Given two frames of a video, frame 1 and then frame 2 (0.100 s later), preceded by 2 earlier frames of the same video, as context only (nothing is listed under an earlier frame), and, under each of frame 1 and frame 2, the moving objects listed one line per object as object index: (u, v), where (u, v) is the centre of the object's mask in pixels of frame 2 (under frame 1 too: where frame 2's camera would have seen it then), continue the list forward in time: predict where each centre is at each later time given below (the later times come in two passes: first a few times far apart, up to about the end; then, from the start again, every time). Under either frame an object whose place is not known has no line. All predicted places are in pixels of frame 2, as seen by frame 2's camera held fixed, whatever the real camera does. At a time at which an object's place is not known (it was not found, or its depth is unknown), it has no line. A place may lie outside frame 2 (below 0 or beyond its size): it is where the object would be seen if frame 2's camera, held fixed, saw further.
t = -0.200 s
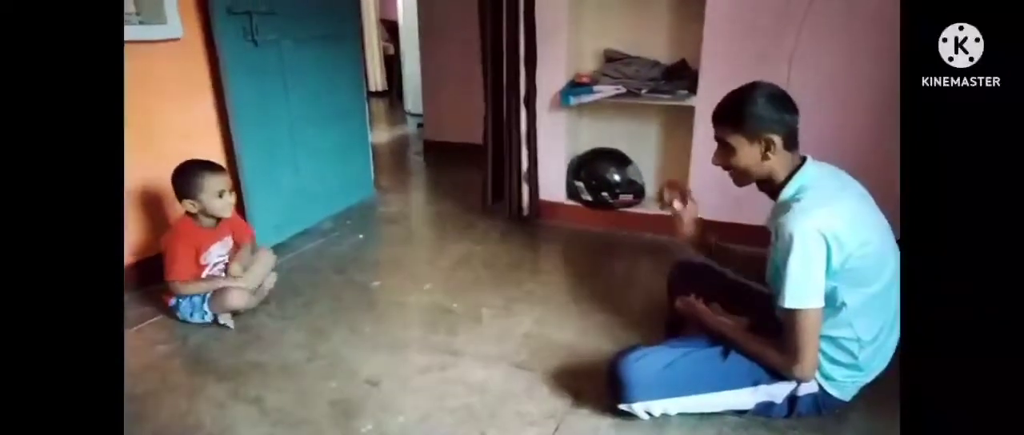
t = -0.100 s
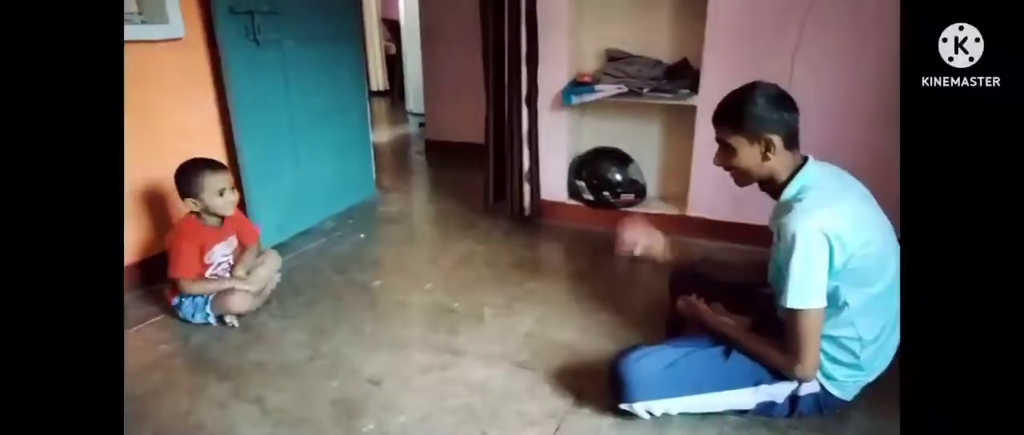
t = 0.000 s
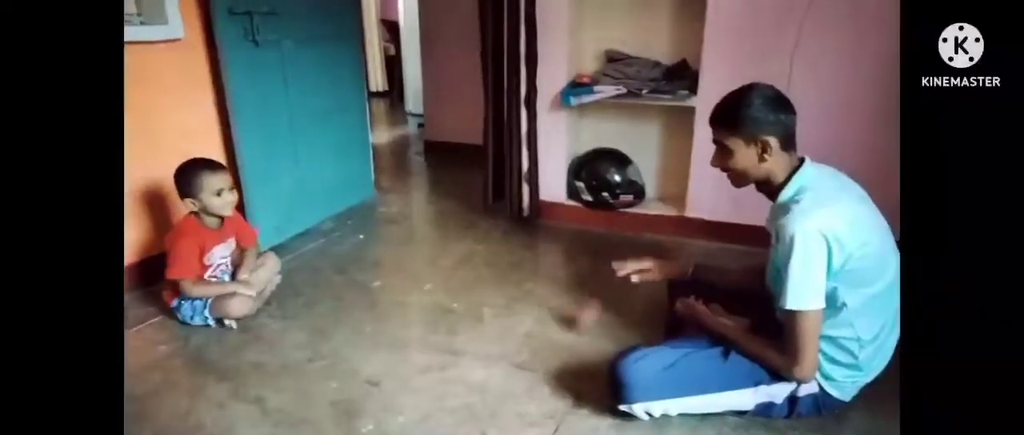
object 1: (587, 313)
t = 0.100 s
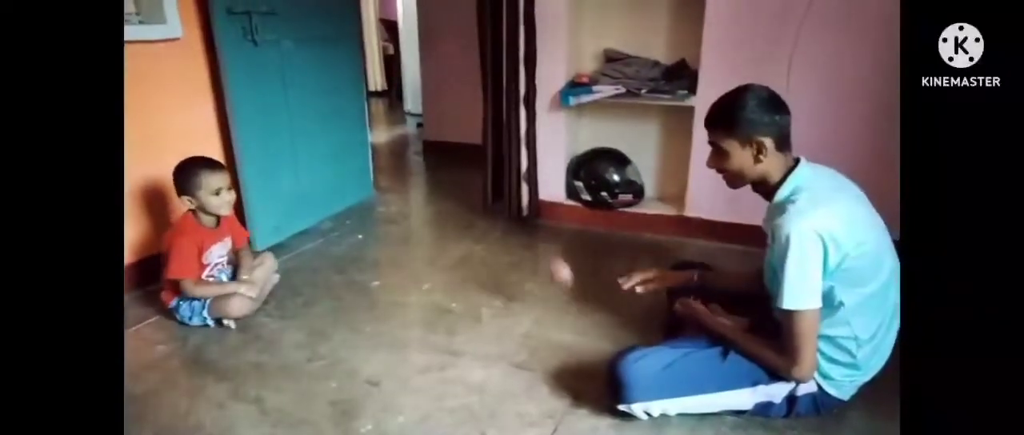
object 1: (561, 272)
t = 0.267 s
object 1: (521, 243)
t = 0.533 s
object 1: (457, 295)
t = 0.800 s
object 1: (400, 314)
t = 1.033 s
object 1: (350, 303)
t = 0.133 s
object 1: (554, 260)
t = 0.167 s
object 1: (546, 252)
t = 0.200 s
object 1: (537, 245)
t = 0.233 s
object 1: (529, 242)
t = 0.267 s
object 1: (521, 243)
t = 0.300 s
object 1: (513, 247)
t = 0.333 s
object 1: (505, 255)
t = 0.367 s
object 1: (497, 267)
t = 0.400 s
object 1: (491, 281)
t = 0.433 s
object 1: (482, 301)
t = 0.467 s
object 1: (474, 318)
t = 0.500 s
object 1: (466, 305)
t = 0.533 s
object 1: (457, 295)
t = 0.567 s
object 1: (452, 284)
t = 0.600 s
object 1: (445, 278)
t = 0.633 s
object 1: (438, 275)
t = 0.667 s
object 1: (431, 275)
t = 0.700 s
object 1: (423, 279)
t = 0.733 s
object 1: (416, 288)
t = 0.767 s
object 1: (408, 299)
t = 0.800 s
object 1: (400, 314)
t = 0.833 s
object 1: (395, 315)
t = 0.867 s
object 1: (385, 304)
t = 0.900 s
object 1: (379, 298)
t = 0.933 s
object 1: (371, 293)
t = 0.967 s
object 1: (363, 294)
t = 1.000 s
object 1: (356, 297)
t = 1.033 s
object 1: (350, 303)
